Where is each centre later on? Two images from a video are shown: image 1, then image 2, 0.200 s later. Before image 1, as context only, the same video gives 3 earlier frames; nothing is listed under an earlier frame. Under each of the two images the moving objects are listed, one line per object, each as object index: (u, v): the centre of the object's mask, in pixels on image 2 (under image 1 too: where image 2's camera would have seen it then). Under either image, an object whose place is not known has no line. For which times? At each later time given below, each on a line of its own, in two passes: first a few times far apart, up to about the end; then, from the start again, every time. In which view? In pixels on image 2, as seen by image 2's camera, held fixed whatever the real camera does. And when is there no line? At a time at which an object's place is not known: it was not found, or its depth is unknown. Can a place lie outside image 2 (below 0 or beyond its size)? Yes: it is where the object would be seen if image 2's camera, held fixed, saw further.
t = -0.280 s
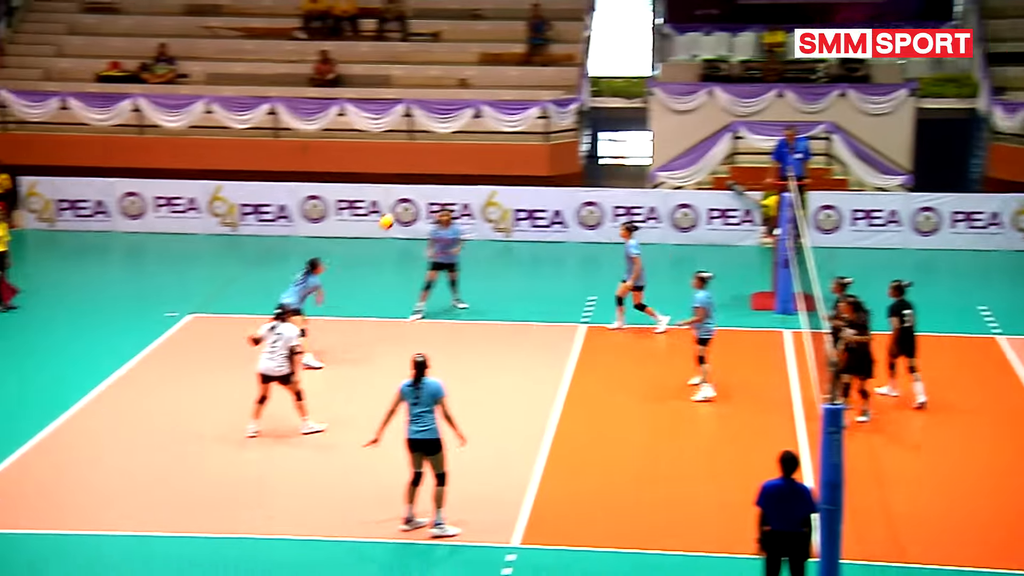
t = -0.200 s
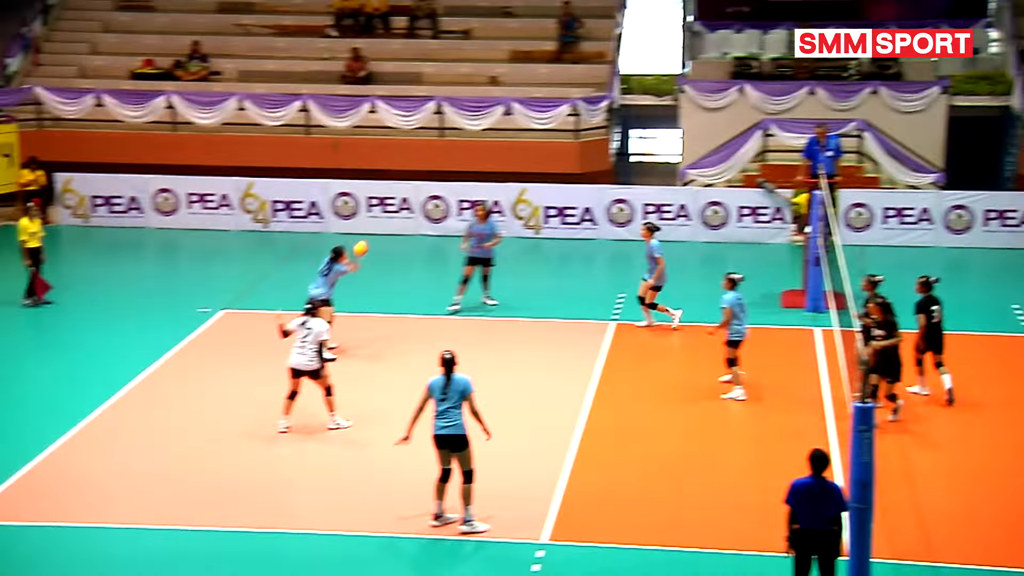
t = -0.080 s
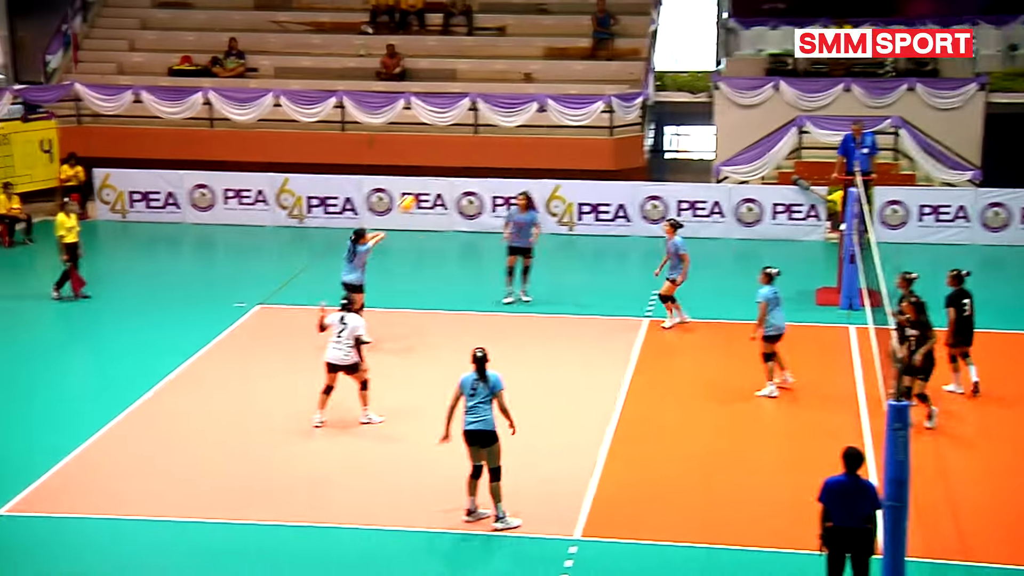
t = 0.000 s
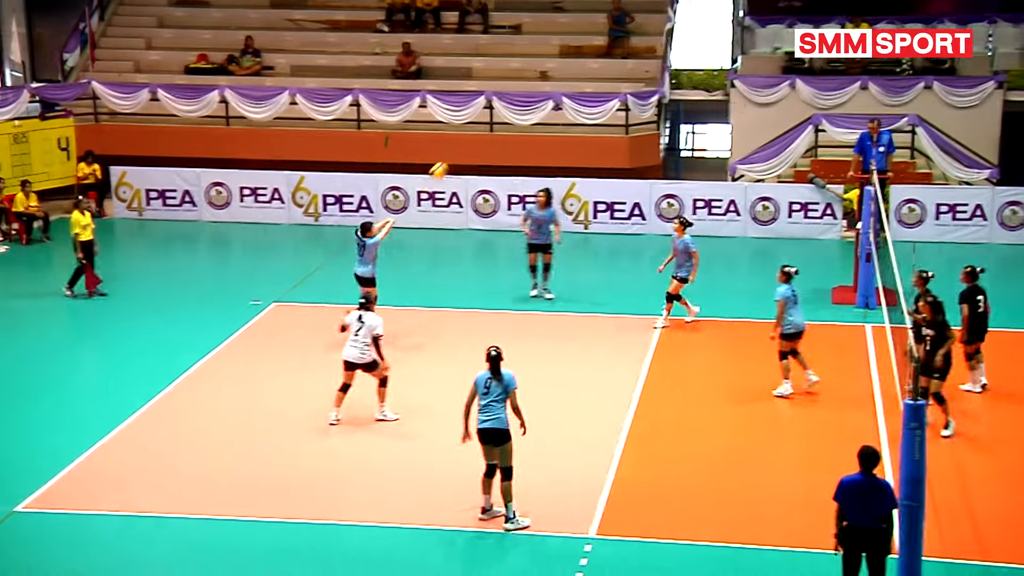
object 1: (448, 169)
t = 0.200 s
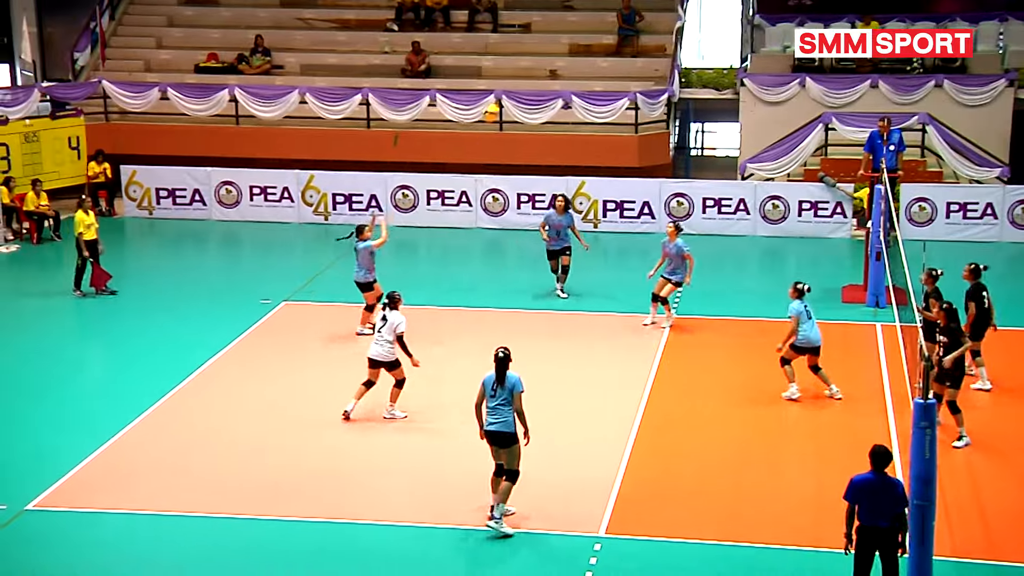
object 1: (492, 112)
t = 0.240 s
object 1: (500, 104)
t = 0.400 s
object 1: (534, 84)
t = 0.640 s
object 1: (585, 90)
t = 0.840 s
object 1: (627, 128)
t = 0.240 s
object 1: (500, 104)
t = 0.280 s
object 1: (508, 97)
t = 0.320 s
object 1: (517, 92)
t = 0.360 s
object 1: (525, 87)
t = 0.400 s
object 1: (534, 84)
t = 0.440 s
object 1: (542, 82)
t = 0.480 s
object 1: (551, 80)
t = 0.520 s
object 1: (559, 81)
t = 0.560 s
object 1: (568, 82)
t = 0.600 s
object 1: (576, 85)
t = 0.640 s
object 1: (585, 90)
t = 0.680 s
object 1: (593, 94)
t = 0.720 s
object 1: (602, 102)
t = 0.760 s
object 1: (610, 110)
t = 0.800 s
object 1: (619, 119)
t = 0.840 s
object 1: (627, 128)
